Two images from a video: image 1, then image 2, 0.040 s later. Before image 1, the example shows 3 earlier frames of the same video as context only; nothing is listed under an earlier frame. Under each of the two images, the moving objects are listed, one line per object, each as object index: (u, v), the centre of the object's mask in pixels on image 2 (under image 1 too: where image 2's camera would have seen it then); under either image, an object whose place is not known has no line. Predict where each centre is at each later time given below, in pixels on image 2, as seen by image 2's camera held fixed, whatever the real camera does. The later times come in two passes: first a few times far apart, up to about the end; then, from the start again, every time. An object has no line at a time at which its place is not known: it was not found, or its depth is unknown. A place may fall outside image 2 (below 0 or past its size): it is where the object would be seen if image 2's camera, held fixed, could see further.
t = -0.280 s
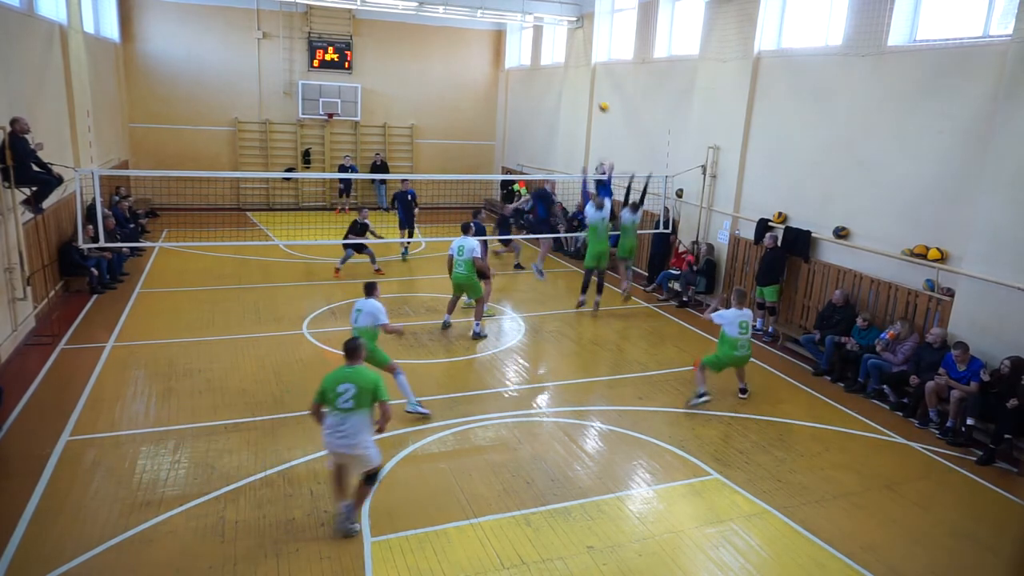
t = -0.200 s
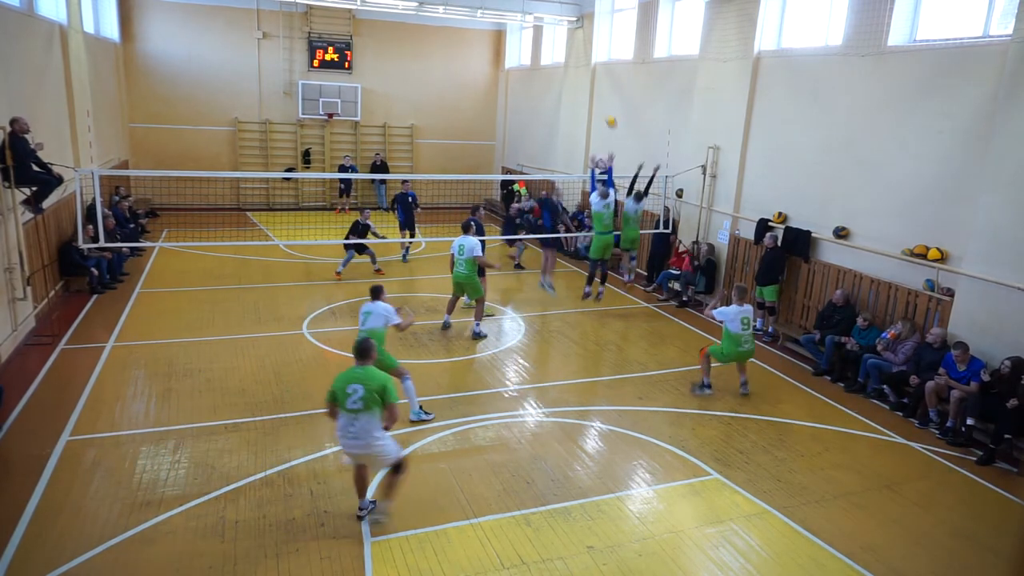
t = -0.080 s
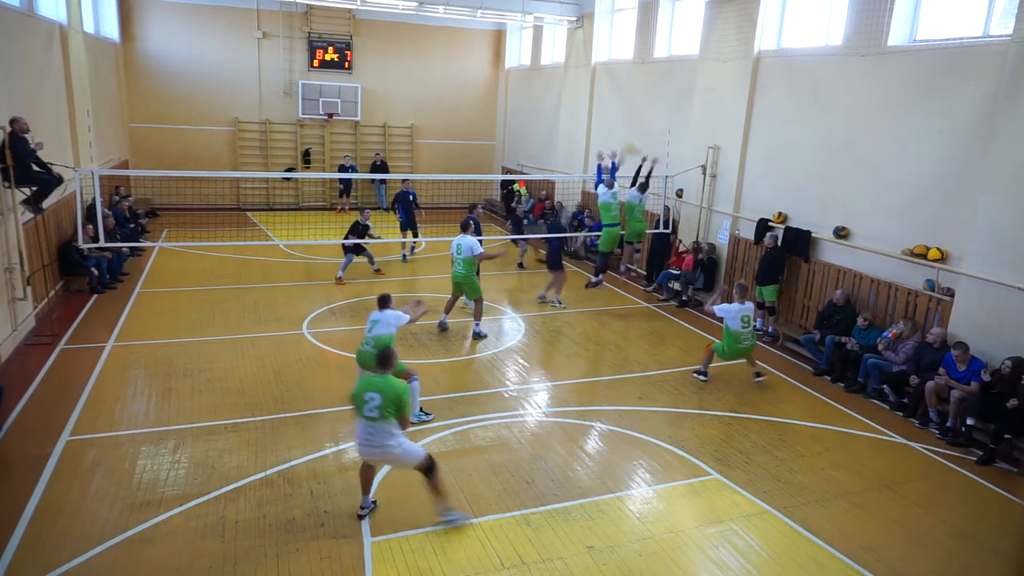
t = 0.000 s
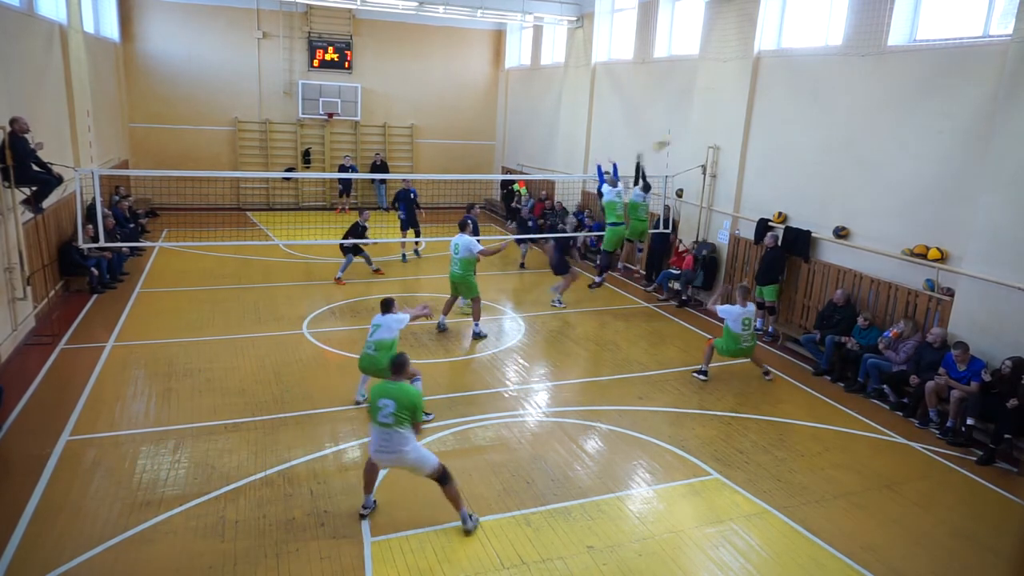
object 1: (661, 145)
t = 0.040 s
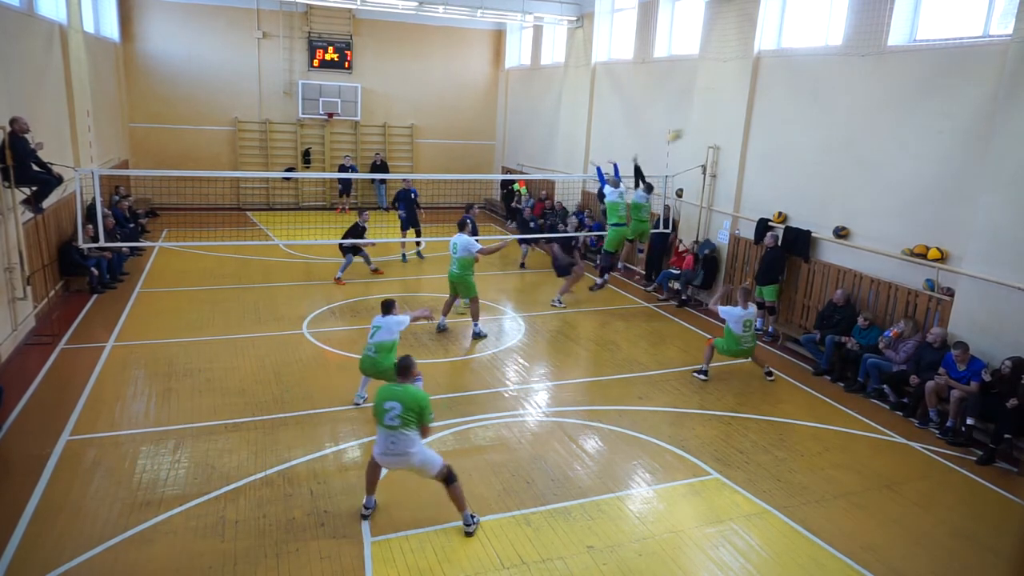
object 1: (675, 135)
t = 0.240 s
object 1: (748, 106)
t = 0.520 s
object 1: (825, 103)
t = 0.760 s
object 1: (805, 149)
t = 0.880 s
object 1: (793, 188)
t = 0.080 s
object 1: (689, 127)
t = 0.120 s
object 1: (706, 120)
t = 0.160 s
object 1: (719, 115)
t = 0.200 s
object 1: (732, 110)
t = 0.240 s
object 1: (748, 106)
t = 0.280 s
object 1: (764, 101)
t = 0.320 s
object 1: (778, 99)
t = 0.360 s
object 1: (792, 98)
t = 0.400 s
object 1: (810, 97)
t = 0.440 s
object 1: (827, 98)
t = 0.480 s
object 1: (829, 100)
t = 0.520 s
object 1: (825, 103)
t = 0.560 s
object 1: (822, 108)
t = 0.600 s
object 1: (819, 114)
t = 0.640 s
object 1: (816, 120)
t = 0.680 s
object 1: (813, 129)
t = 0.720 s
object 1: (809, 139)
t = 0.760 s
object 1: (805, 149)
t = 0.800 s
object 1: (801, 161)
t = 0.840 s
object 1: (797, 174)
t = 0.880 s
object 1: (793, 188)
